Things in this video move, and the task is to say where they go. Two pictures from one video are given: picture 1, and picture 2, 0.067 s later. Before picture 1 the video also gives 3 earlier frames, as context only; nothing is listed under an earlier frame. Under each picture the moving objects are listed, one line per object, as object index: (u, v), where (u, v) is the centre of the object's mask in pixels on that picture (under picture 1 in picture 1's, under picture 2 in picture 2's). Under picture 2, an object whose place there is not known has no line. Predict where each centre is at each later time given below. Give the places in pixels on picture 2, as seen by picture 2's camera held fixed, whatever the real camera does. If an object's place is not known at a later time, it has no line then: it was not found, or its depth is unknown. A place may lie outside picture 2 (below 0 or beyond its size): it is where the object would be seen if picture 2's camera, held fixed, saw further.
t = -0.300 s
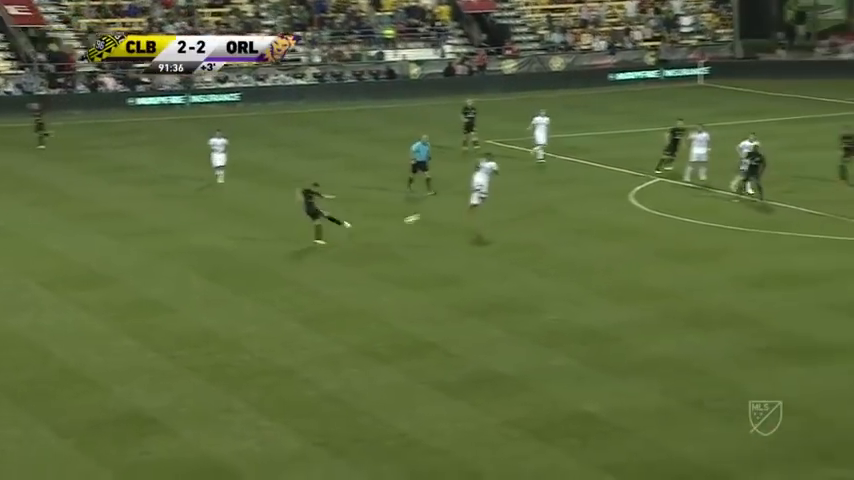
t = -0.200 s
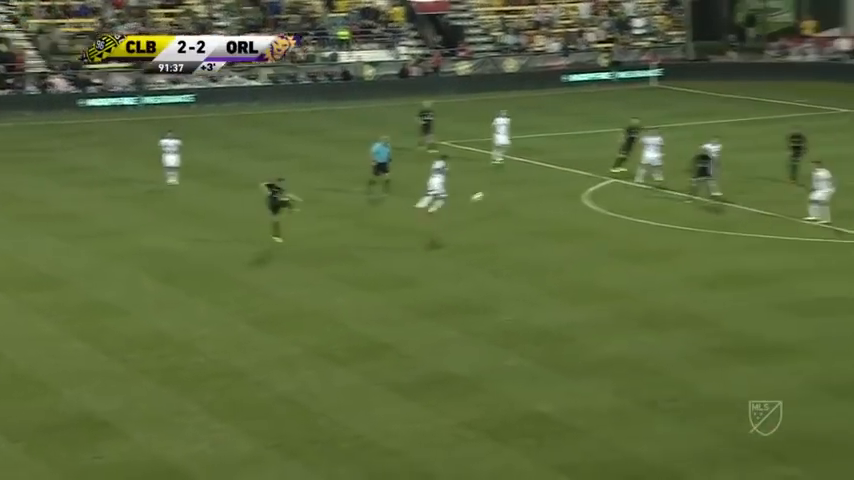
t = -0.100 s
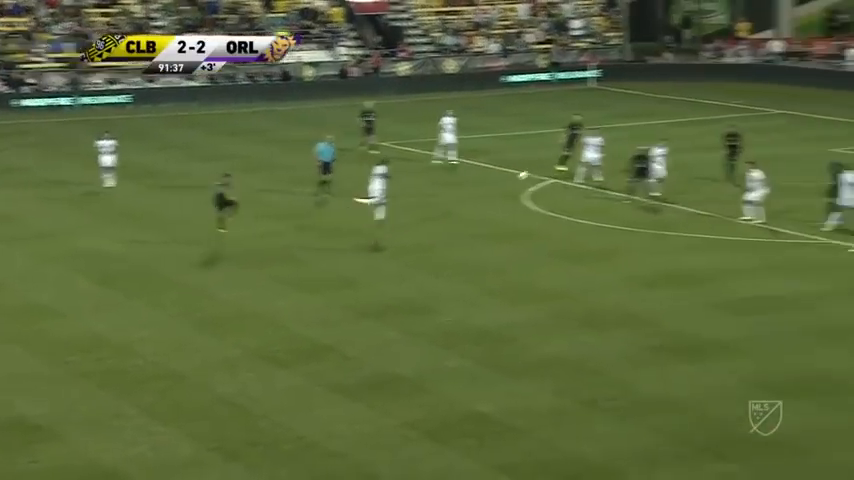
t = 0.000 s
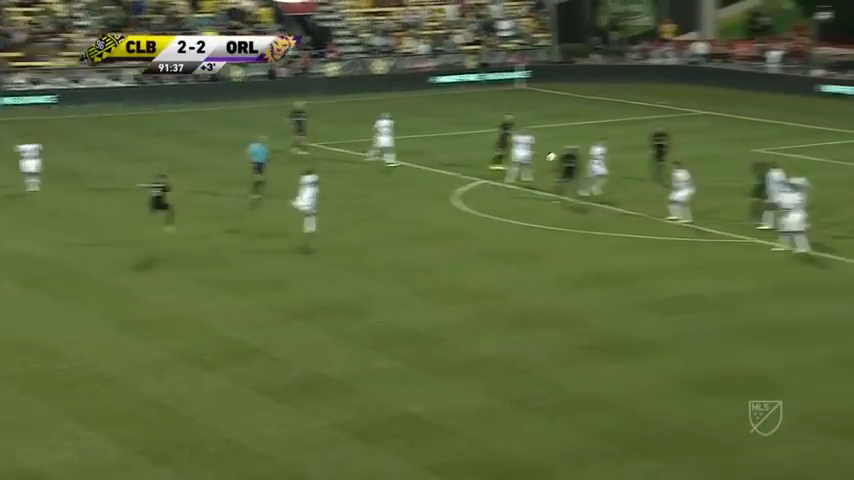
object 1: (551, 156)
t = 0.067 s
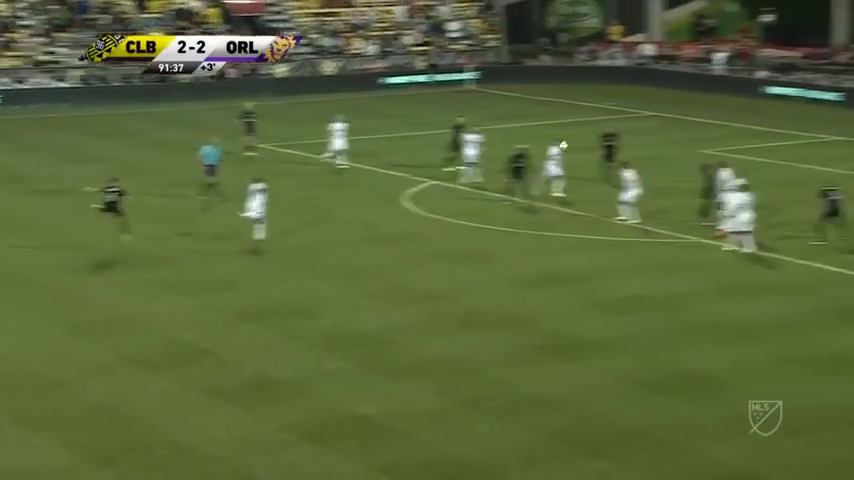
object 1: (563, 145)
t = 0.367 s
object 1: (825, 108)
